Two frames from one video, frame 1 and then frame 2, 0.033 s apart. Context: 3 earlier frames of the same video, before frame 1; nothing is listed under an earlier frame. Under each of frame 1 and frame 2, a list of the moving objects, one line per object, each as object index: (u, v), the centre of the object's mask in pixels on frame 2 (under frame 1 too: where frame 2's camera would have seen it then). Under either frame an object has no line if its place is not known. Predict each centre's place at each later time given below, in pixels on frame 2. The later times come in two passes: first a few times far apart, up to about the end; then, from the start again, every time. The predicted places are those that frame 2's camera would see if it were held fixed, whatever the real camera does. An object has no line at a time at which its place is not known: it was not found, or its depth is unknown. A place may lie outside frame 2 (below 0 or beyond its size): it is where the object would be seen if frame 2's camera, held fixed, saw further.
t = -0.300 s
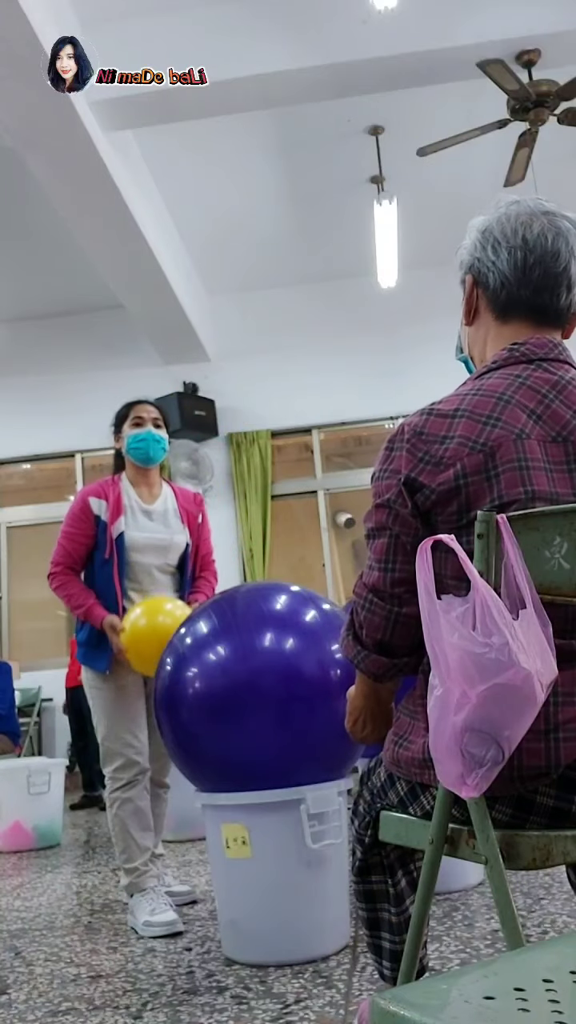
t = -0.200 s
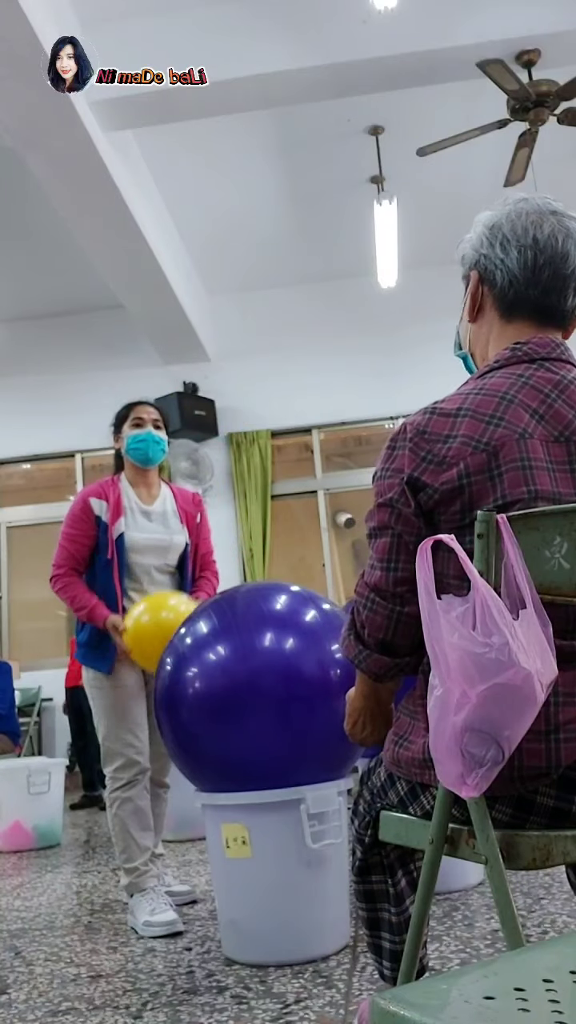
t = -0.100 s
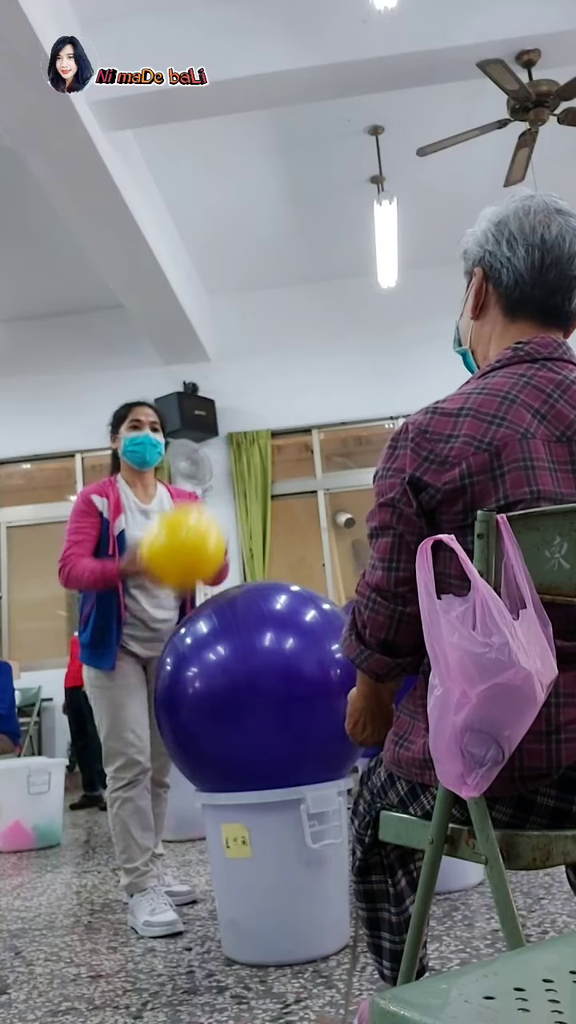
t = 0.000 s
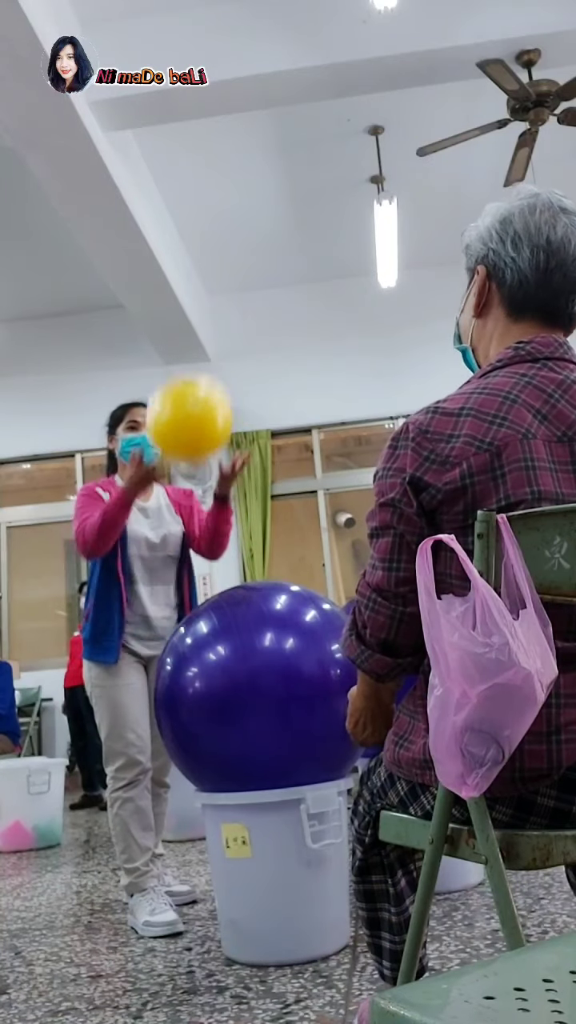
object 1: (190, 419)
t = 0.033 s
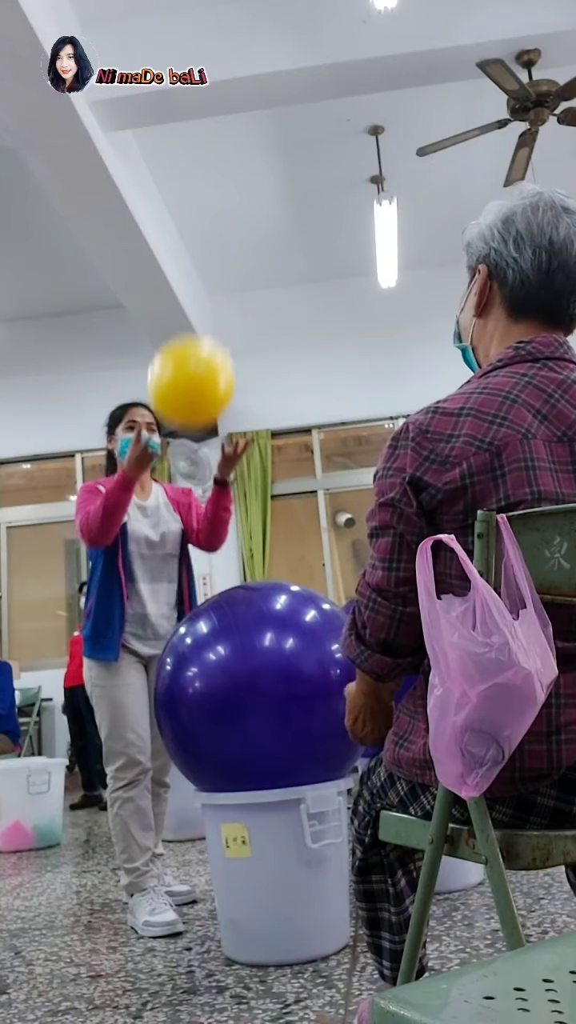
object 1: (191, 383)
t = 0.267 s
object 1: (214, 205)
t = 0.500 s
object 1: (254, 198)
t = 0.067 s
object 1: (193, 346)
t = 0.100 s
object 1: (196, 316)
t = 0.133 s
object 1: (199, 287)
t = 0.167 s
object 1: (202, 262)
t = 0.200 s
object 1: (207, 240)
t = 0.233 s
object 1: (210, 221)
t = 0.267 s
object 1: (214, 205)
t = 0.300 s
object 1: (218, 193)
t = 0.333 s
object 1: (223, 185)
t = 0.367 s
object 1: (228, 180)
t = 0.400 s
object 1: (234, 178)
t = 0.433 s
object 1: (240, 181)
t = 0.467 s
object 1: (247, 188)
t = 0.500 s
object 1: (254, 198)
